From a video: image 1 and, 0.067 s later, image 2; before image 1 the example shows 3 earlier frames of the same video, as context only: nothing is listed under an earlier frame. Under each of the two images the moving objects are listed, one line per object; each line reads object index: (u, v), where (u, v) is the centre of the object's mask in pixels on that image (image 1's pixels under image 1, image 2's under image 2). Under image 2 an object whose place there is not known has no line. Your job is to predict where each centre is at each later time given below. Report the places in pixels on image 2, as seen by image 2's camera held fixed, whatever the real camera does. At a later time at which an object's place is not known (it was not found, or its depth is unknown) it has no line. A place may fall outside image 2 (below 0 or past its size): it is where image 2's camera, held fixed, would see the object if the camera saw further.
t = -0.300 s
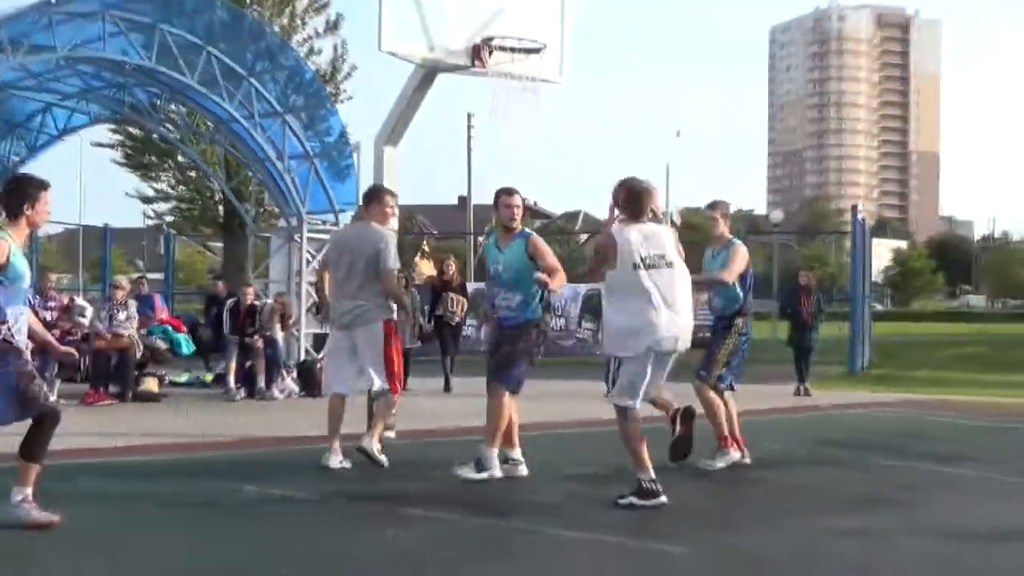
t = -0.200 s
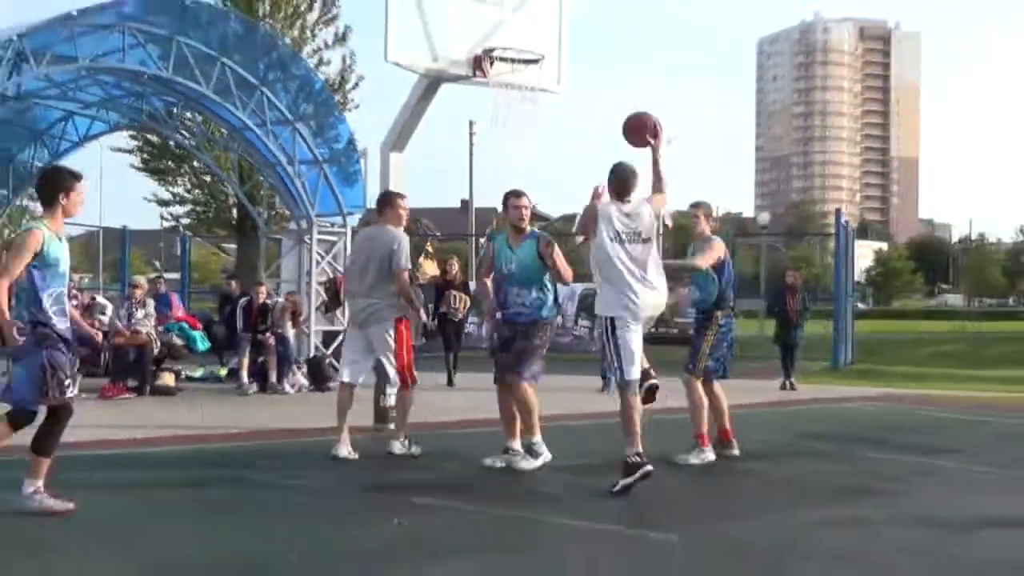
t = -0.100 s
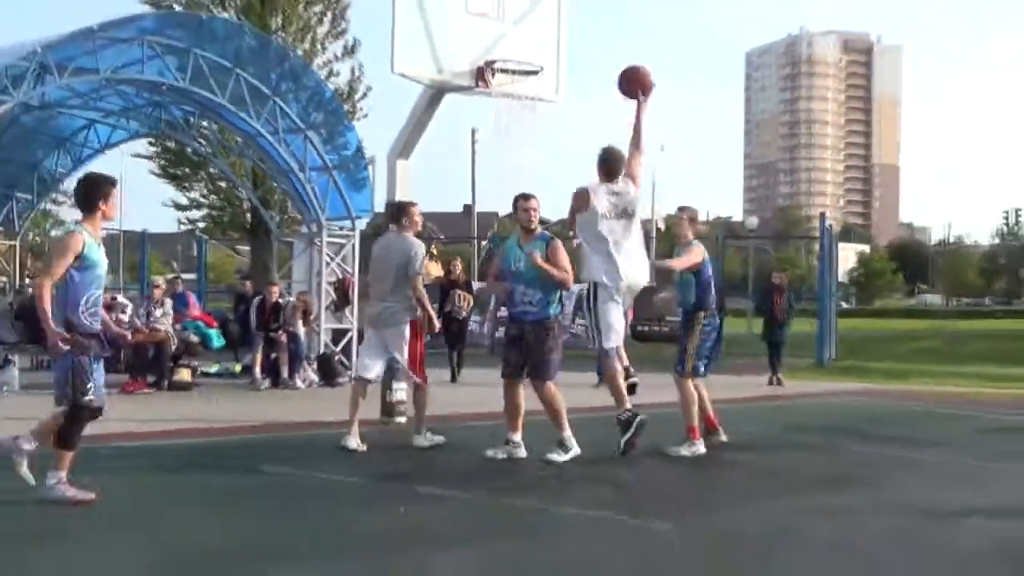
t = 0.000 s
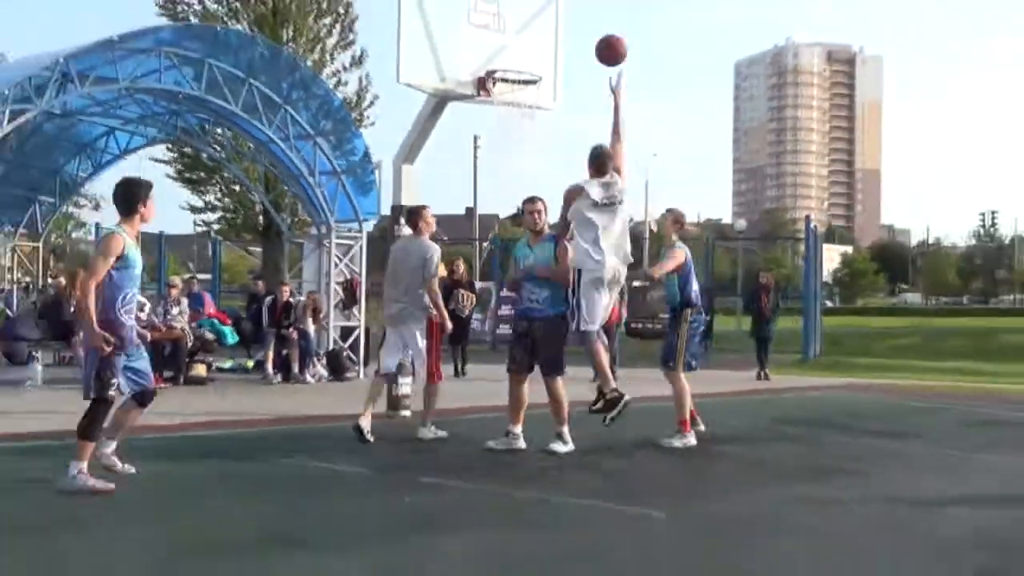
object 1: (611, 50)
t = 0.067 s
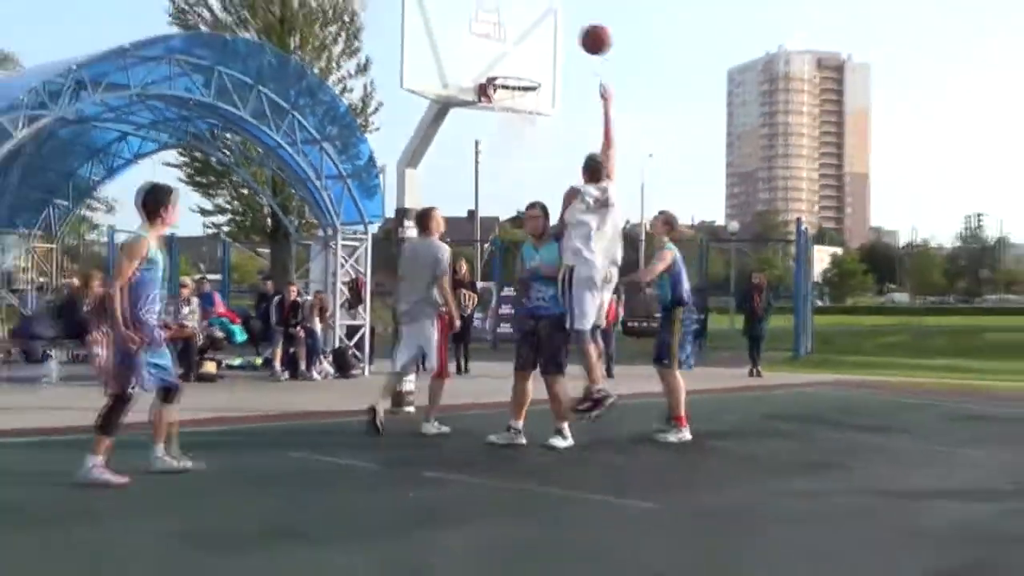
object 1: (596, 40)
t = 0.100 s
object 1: (590, 32)
